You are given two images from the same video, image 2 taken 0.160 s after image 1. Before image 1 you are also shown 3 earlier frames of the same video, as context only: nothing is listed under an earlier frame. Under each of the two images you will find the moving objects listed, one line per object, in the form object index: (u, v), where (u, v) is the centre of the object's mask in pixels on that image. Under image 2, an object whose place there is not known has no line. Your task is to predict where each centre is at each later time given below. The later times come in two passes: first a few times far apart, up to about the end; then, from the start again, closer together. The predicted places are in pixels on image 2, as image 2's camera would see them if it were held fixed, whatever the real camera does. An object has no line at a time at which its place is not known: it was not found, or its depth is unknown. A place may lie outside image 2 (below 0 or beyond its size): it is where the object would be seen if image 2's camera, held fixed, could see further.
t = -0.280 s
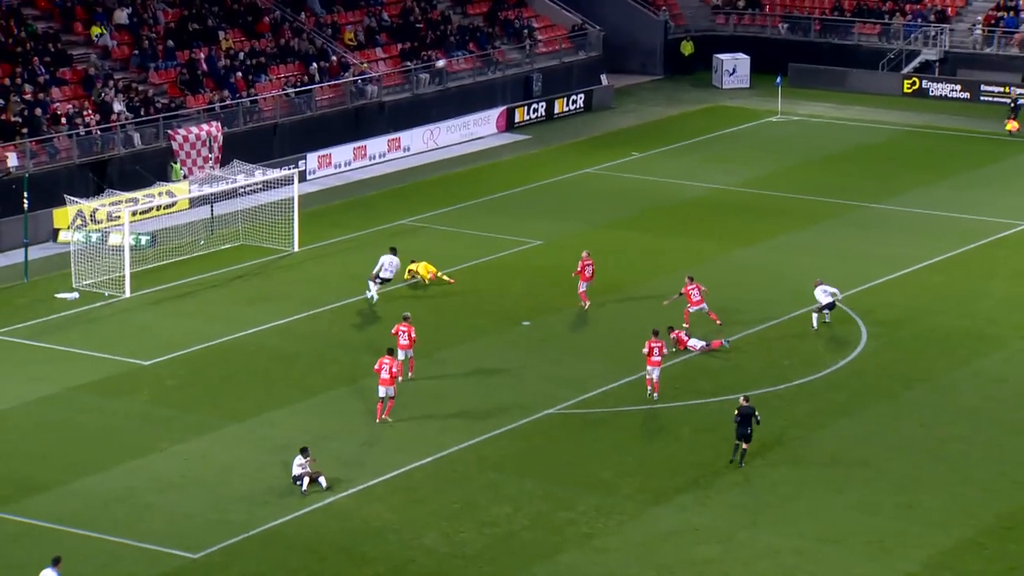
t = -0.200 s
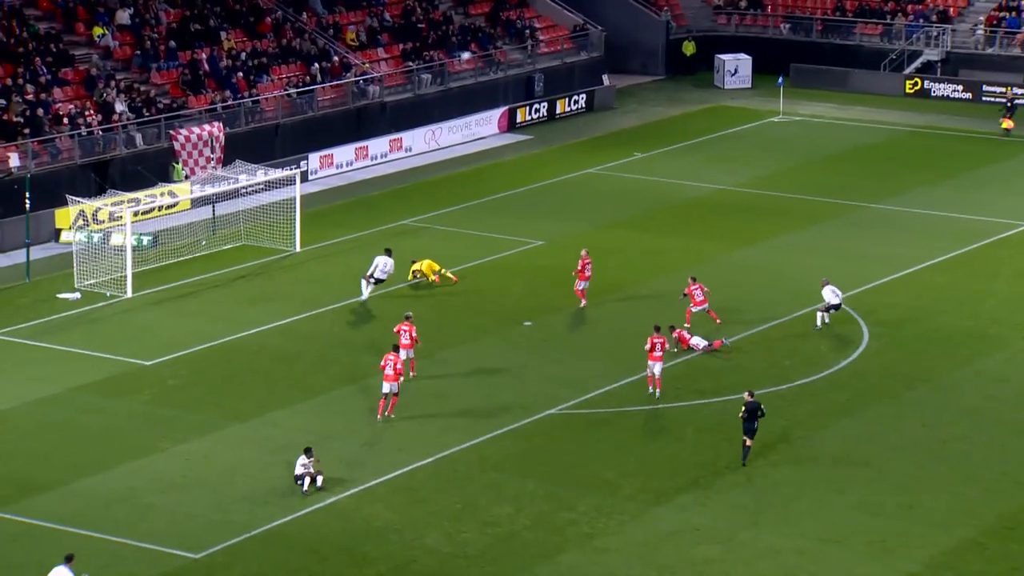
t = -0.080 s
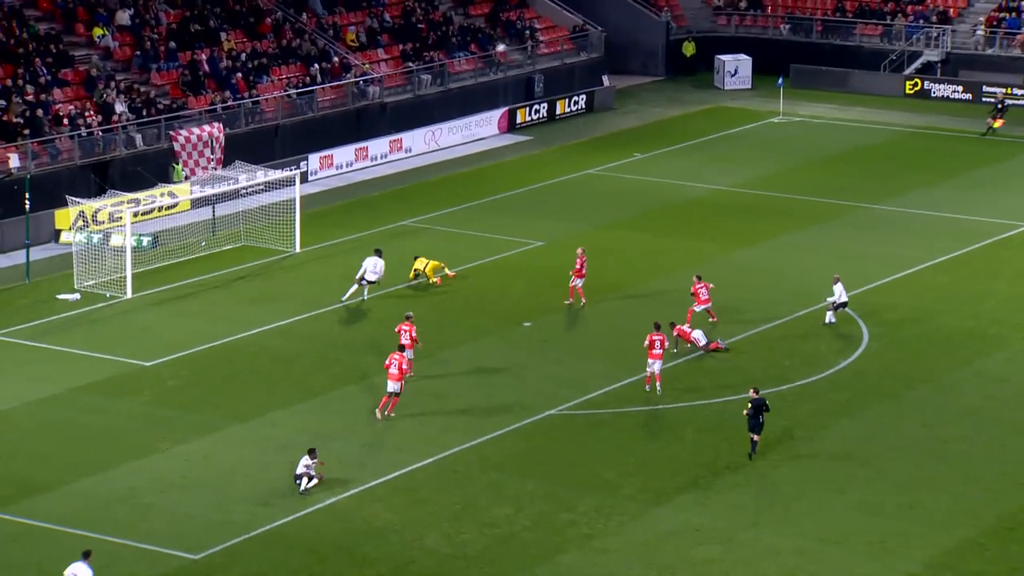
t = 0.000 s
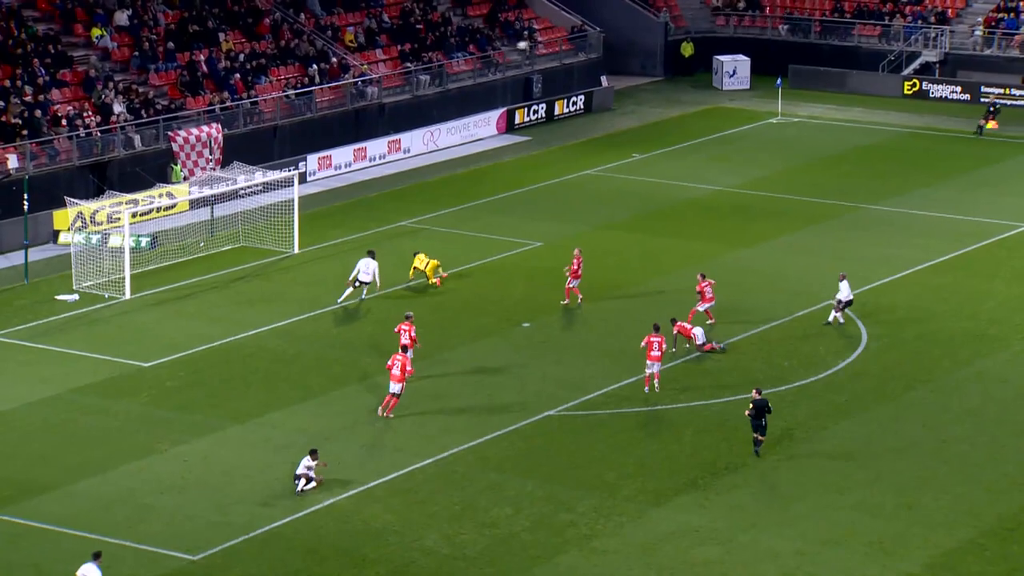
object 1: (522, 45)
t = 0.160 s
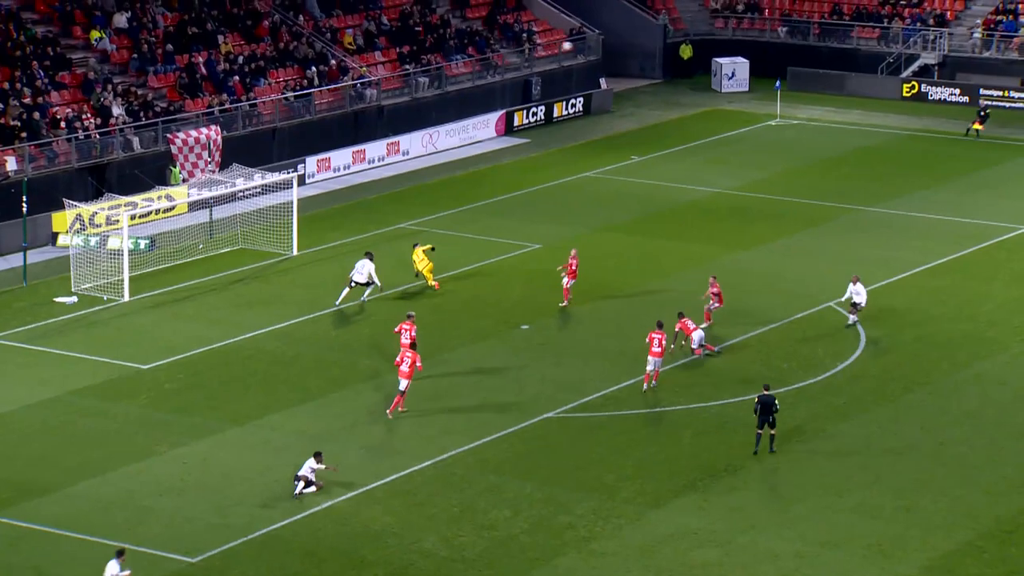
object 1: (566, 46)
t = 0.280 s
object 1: (601, 50)
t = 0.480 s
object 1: (657, 66)
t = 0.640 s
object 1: (701, 88)
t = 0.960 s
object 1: (789, 155)
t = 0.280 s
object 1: (601, 50)
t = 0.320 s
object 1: (612, 52)
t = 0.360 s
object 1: (623, 54)
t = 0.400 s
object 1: (634, 58)
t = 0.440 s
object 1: (645, 62)
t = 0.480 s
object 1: (657, 66)
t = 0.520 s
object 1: (667, 71)
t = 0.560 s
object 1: (679, 76)
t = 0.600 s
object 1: (690, 82)
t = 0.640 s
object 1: (701, 88)
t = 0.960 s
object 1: (789, 155)
